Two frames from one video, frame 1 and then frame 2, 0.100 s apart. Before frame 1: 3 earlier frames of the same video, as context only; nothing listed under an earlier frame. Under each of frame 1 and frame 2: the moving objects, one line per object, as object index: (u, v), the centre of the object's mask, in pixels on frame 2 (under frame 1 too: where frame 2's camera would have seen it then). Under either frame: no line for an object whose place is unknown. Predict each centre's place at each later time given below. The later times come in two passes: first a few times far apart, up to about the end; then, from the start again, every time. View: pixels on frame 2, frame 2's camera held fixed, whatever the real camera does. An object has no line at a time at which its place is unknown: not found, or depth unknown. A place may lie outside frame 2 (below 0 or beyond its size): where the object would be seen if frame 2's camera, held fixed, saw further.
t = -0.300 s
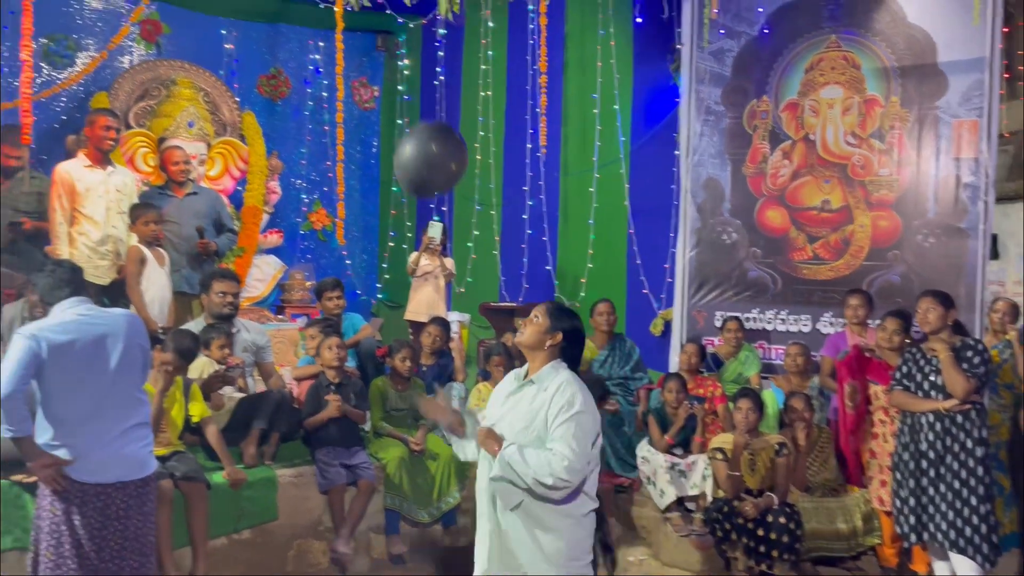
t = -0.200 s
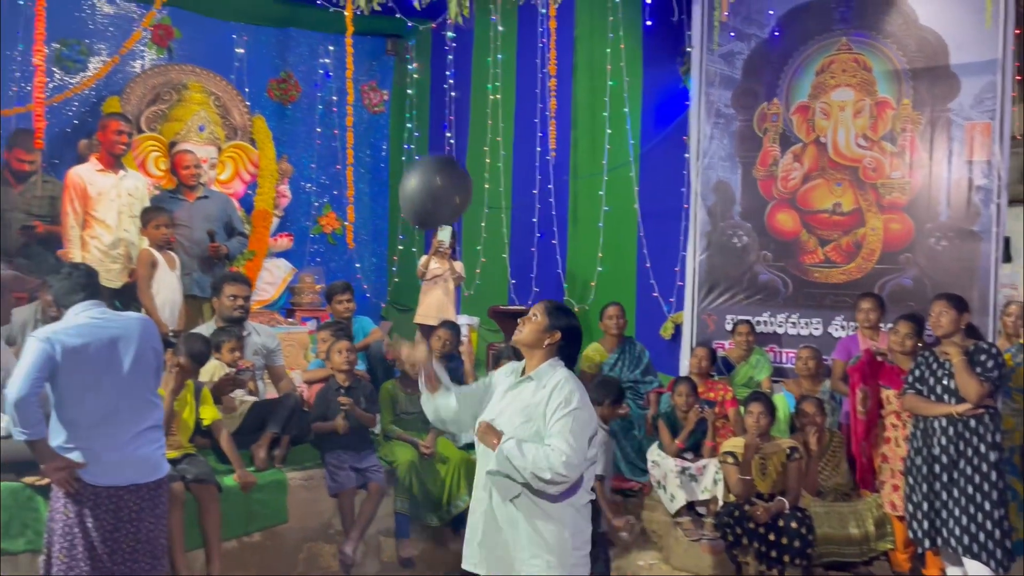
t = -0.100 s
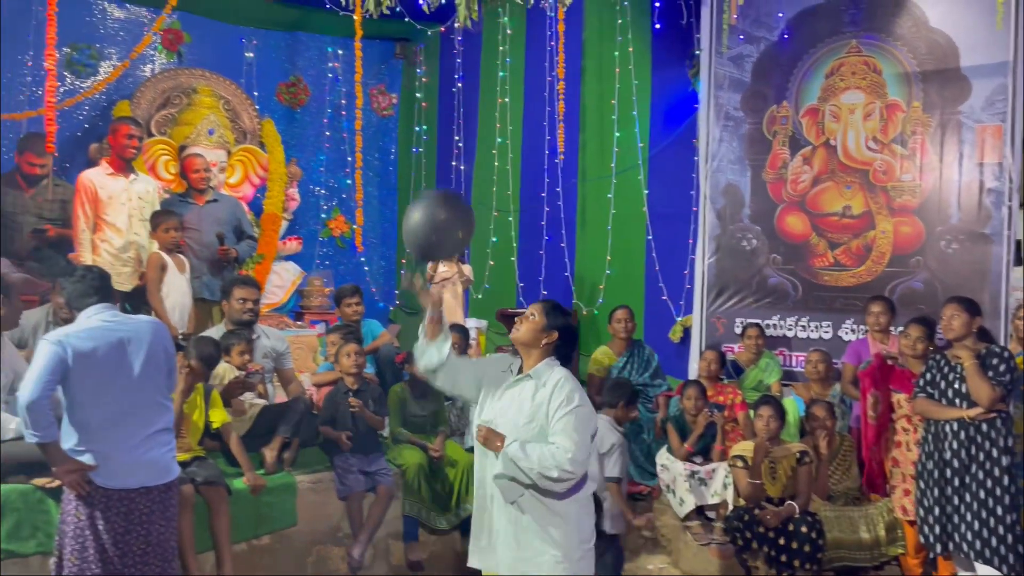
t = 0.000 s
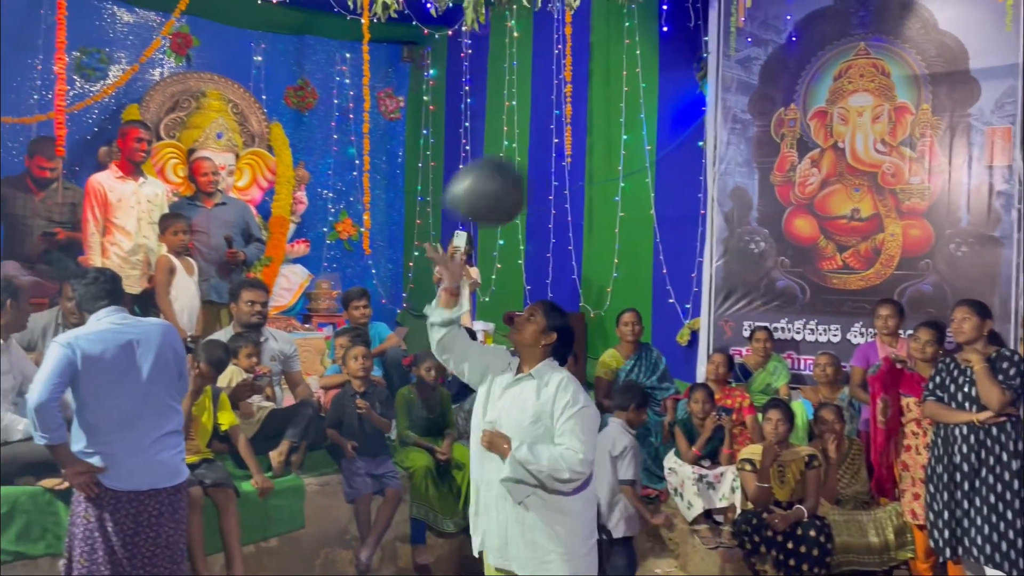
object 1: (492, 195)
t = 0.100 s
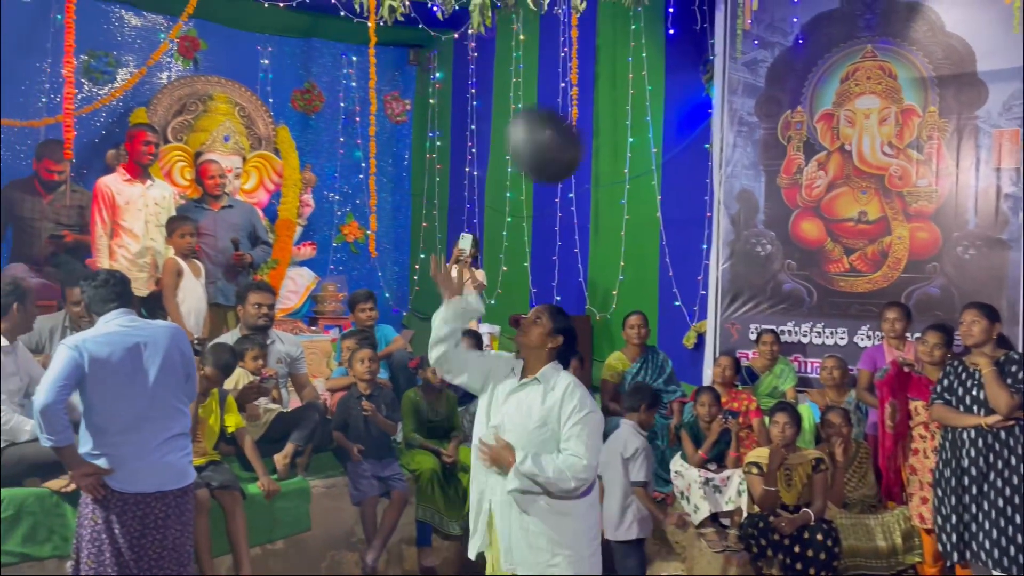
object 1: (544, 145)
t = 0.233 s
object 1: (596, 92)
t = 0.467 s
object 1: (661, 36)
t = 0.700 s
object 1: (698, 25)
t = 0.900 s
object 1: (719, 34)
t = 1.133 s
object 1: (734, 61)
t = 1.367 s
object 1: (742, 108)
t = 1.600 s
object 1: (749, 177)
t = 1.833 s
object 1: (757, 258)
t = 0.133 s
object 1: (558, 132)
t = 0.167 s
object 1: (571, 118)
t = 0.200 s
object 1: (585, 104)
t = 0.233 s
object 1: (596, 92)
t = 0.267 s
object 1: (607, 81)
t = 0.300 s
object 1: (618, 71)
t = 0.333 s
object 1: (627, 62)
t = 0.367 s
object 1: (635, 54)
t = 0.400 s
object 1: (646, 47)
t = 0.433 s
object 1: (653, 41)
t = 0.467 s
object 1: (661, 36)
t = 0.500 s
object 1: (668, 33)
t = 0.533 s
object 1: (674, 31)
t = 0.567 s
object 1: (679, 29)
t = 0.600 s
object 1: (685, 28)
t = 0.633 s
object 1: (689, 27)
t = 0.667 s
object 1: (694, 26)
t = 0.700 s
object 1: (698, 25)
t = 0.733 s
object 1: (702, 25)
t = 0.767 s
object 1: (706, 26)
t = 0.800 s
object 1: (709, 27)
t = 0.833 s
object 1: (712, 29)
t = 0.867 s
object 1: (715, 31)
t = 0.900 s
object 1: (719, 34)
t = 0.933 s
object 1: (721, 37)
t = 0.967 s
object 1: (723, 40)
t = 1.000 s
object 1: (726, 44)
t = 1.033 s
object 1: (728, 47)
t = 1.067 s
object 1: (731, 52)
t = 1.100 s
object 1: (732, 56)
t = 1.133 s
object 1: (734, 61)
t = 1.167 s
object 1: (736, 67)
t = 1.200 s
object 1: (738, 72)
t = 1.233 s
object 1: (739, 78)
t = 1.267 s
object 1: (740, 85)
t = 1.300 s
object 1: (741, 92)
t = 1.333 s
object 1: (742, 100)
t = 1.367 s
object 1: (742, 108)
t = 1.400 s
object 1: (743, 117)
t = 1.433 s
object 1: (744, 126)
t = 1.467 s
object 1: (745, 135)
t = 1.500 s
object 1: (746, 146)
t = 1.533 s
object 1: (747, 155)
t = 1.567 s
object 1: (748, 166)
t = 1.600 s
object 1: (749, 177)
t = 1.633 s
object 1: (750, 188)
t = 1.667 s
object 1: (751, 199)
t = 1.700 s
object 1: (752, 211)
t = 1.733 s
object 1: (754, 223)
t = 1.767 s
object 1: (755, 234)
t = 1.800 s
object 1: (756, 246)
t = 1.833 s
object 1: (757, 258)
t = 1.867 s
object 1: (758, 271)
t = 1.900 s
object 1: (760, 283)
